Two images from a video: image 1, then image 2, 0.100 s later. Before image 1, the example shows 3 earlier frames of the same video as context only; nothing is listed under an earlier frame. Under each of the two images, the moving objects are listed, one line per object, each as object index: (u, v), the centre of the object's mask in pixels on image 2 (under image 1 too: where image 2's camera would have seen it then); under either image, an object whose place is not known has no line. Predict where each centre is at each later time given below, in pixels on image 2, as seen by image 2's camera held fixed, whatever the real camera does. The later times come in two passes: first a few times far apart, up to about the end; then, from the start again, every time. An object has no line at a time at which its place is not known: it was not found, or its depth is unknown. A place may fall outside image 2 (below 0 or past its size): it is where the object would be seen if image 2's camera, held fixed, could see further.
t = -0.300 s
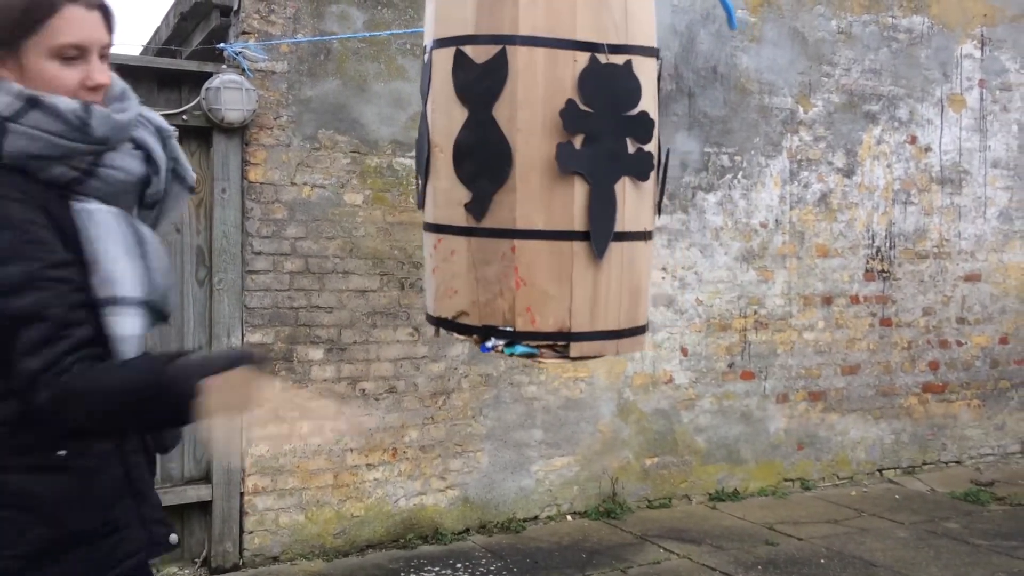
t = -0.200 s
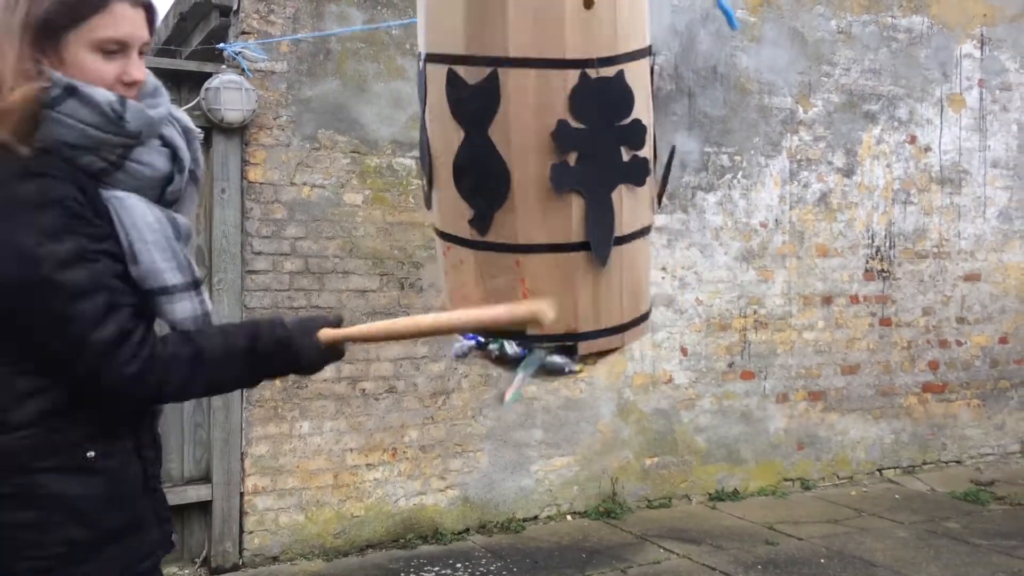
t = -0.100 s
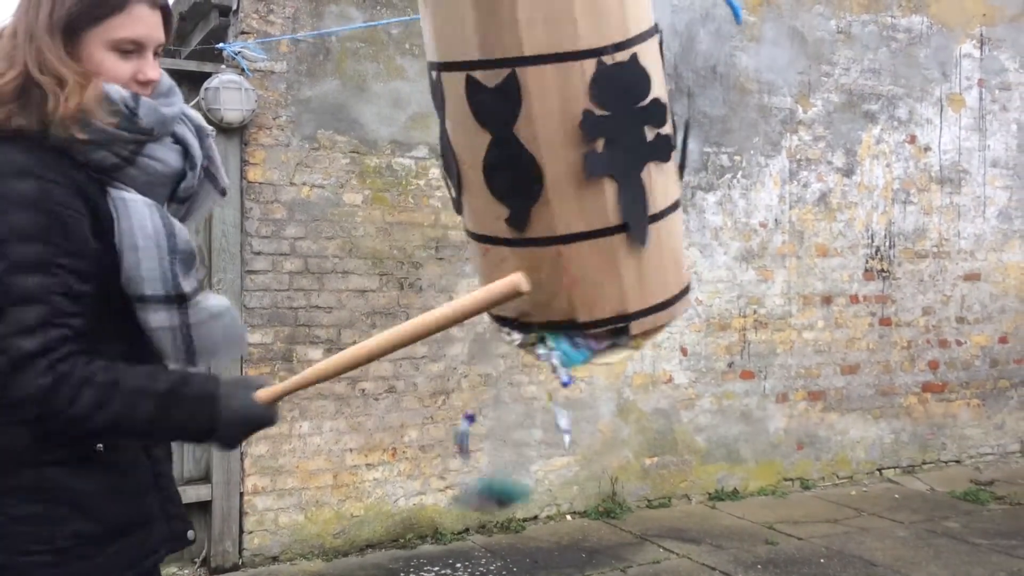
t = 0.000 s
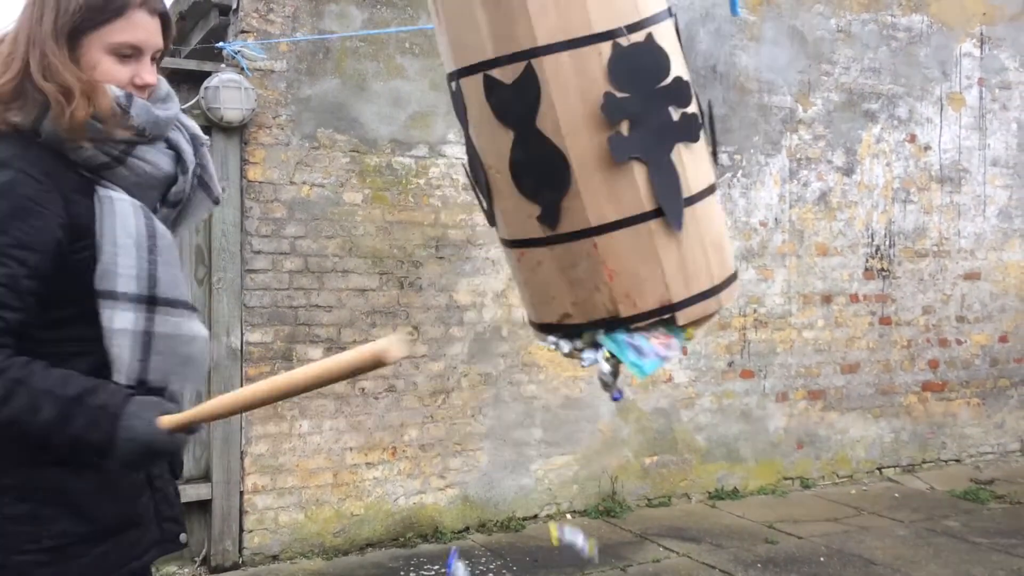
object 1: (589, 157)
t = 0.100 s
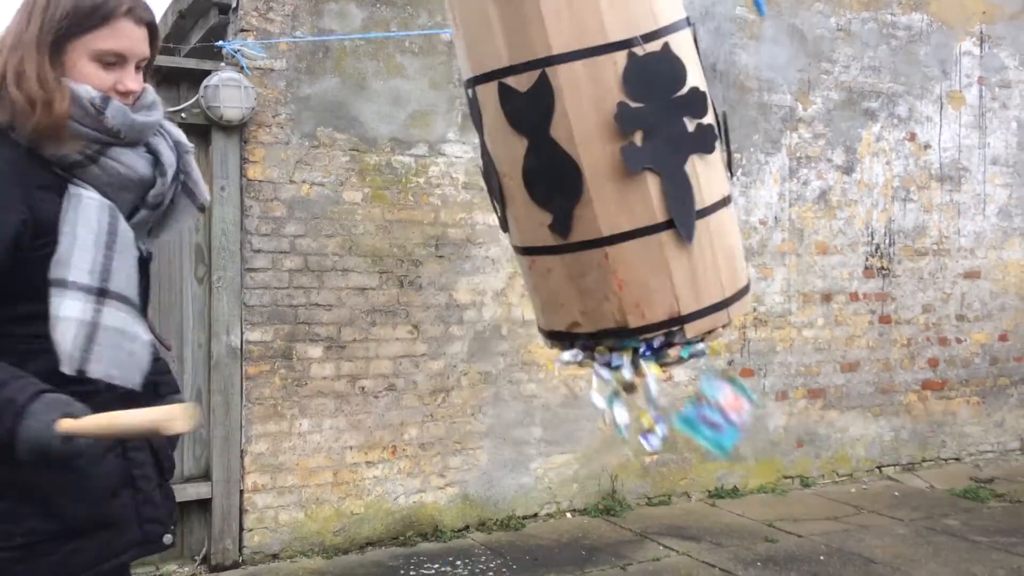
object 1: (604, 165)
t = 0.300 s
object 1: (590, 171)
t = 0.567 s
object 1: (532, 169)
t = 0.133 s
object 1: (604, 166)
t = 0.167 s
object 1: (603, 168)
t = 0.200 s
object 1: (601, 168)
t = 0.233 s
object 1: (597, 169)
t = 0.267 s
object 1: (594, 171)
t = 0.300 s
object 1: (590, 171)
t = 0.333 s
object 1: (585, 171)
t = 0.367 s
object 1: (579, 170)
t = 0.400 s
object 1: (572, 170)
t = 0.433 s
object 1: (565, 168)
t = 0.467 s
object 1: (558, 168)
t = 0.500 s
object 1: (550, 169)
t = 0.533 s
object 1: (541, 169)
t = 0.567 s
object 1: (532, 169)
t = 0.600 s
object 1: (524, 169)
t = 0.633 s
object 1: (514, 169)
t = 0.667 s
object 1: (506, 170)
